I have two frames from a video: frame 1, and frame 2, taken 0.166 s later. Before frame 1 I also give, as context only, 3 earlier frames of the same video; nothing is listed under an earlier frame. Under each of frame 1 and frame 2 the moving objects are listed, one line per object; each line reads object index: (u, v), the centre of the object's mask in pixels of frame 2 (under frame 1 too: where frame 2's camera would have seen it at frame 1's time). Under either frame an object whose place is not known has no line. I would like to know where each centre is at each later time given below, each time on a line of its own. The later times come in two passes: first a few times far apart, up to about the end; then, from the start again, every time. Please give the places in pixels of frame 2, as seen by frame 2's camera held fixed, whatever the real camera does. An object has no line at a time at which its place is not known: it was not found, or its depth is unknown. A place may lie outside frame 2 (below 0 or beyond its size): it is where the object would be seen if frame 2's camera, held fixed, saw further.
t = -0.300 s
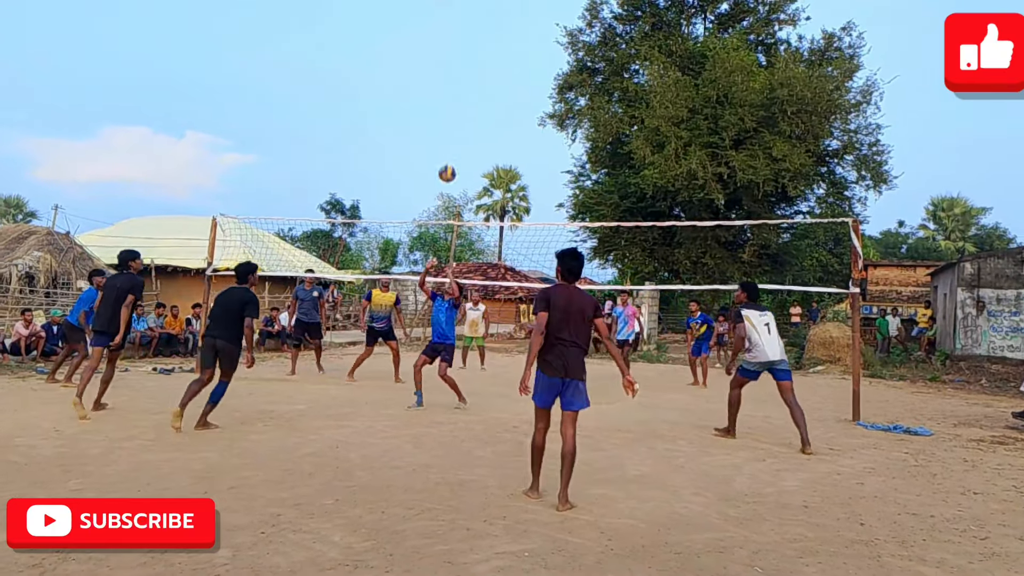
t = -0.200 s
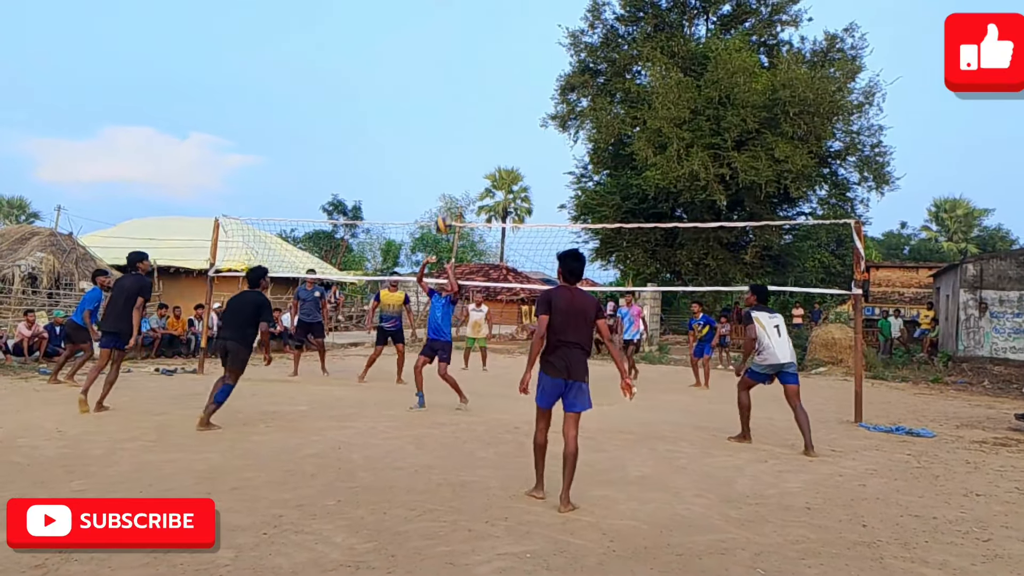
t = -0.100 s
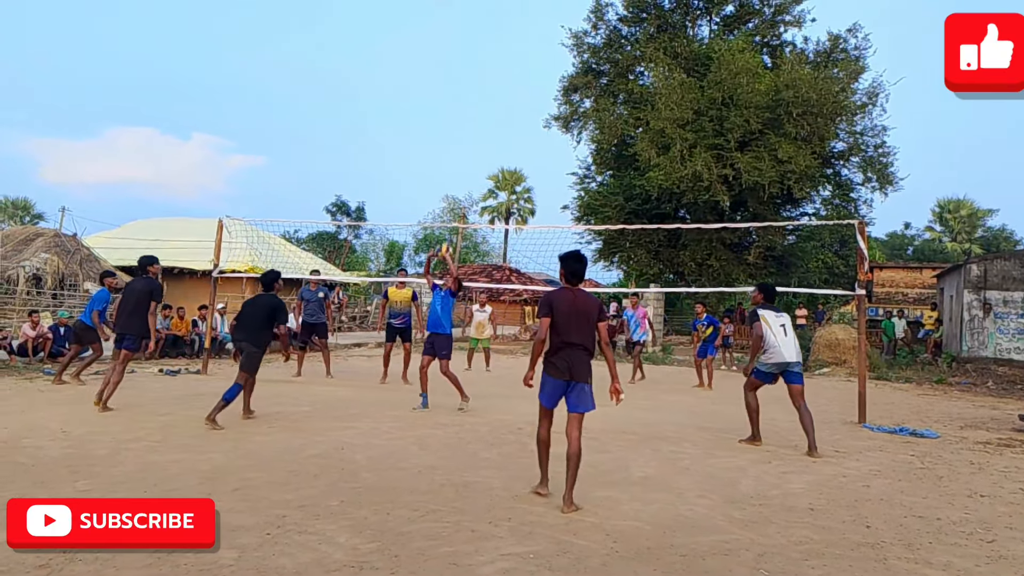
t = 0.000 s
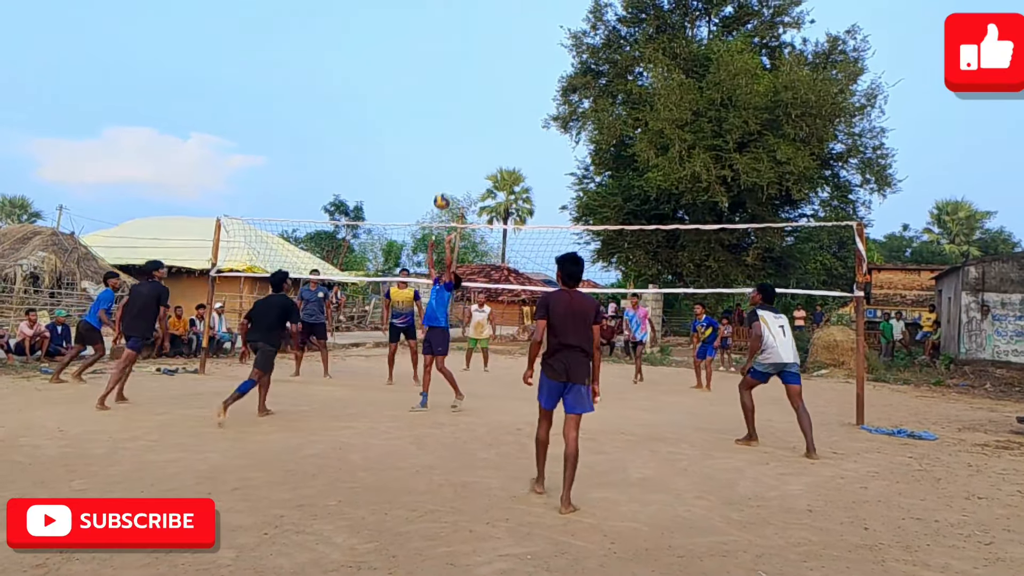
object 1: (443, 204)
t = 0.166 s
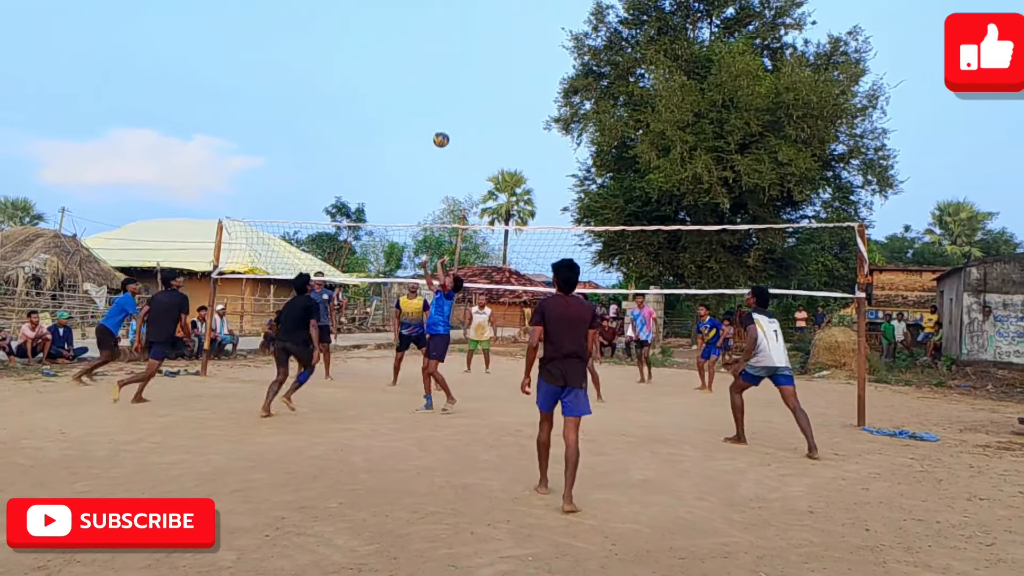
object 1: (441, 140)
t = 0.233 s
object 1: (440, 122)
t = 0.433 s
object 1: (435, 89)
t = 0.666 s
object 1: (429, 90)
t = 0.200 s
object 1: (440, 130)
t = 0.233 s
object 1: (440, 122)
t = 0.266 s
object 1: (439, 114)
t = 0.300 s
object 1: (438, 107)
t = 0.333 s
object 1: (438, 101)
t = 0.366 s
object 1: (437, 96)
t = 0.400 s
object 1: (436, 92)
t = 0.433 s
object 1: (435, 89)
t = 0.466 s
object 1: (435, 87)
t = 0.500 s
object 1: (434, 85)
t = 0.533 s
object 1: (433, 85)
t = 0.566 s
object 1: (432, 85)
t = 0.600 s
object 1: (431, 86)
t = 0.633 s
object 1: (430, 88)
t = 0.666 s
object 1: (429, 90)
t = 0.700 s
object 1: (428, 94)
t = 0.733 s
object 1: (427, 98)
